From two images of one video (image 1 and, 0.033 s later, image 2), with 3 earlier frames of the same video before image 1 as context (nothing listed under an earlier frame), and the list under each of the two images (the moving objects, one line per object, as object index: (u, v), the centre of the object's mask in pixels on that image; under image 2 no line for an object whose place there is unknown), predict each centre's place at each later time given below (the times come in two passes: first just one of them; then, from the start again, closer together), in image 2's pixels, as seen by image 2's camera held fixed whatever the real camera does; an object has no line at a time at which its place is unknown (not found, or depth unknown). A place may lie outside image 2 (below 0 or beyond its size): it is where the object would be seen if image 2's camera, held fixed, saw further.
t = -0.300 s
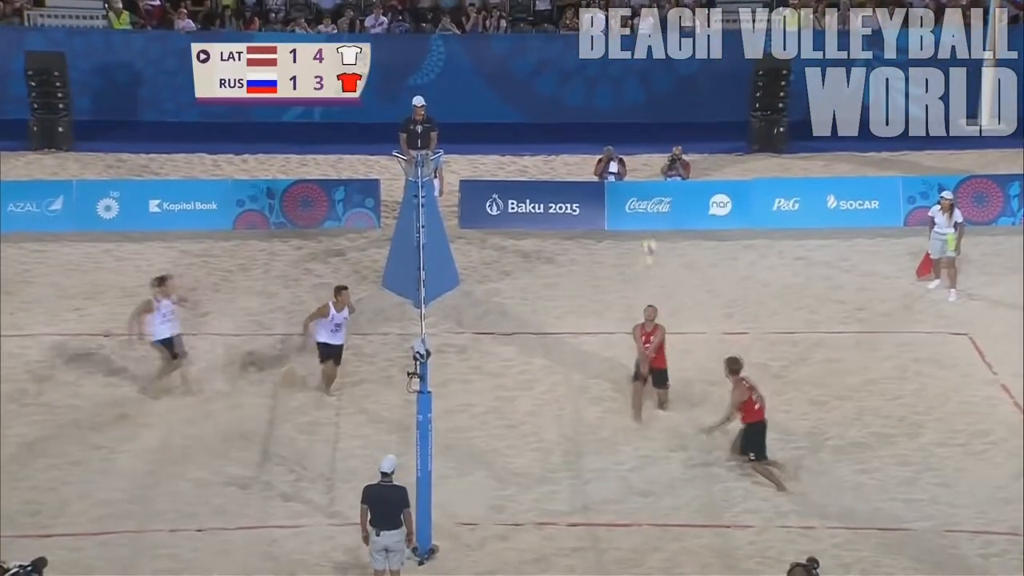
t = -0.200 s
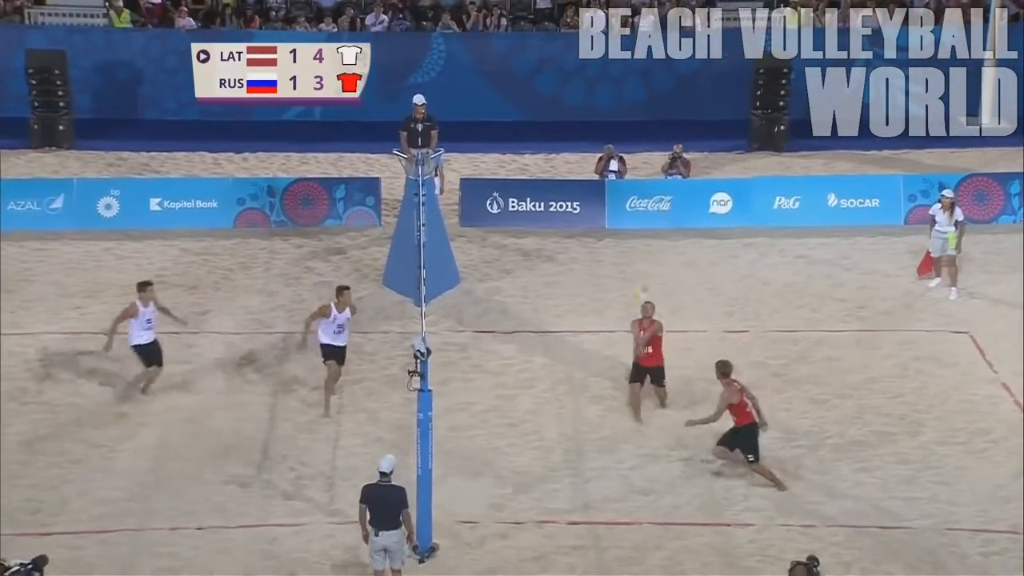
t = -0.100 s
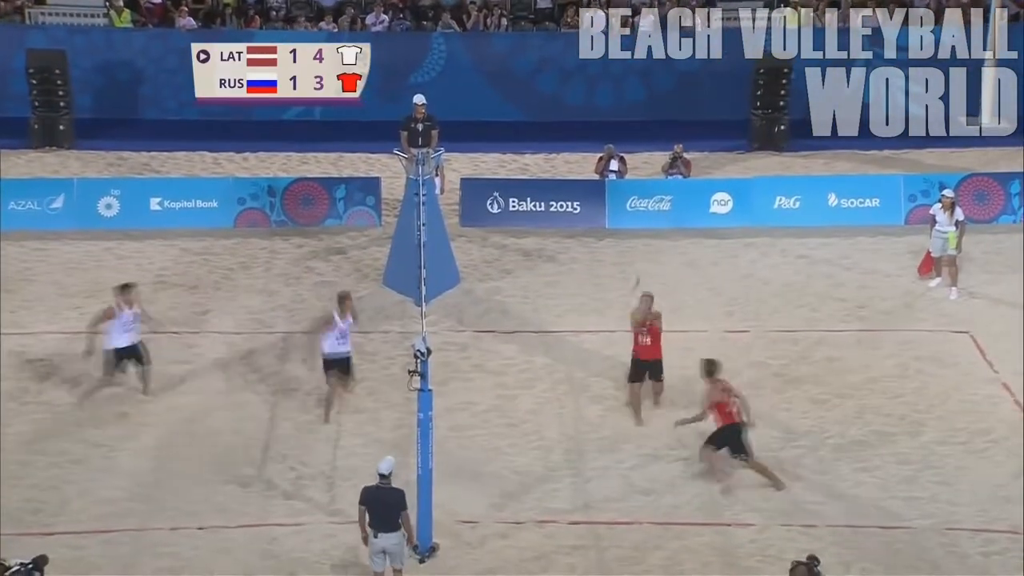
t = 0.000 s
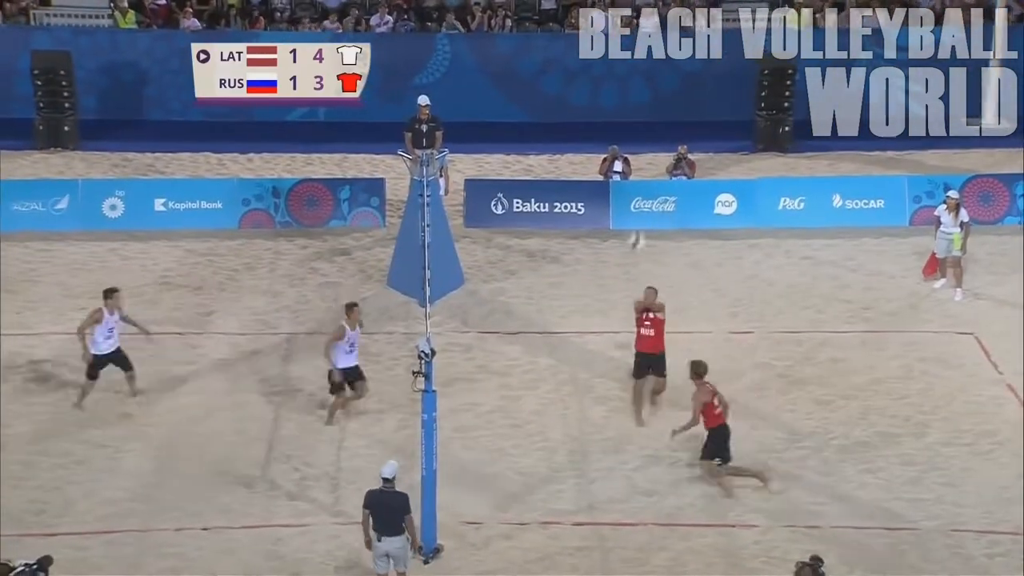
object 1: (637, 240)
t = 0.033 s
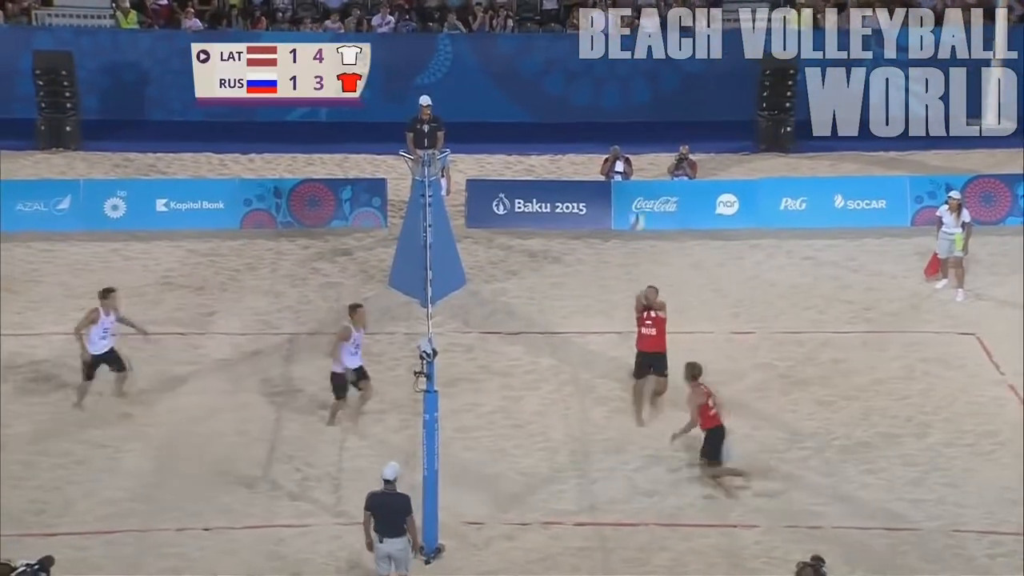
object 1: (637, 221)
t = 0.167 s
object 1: (633, 168)
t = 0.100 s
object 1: (634, 191)
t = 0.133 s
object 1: (633, 185)
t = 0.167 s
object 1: (633, 168)
